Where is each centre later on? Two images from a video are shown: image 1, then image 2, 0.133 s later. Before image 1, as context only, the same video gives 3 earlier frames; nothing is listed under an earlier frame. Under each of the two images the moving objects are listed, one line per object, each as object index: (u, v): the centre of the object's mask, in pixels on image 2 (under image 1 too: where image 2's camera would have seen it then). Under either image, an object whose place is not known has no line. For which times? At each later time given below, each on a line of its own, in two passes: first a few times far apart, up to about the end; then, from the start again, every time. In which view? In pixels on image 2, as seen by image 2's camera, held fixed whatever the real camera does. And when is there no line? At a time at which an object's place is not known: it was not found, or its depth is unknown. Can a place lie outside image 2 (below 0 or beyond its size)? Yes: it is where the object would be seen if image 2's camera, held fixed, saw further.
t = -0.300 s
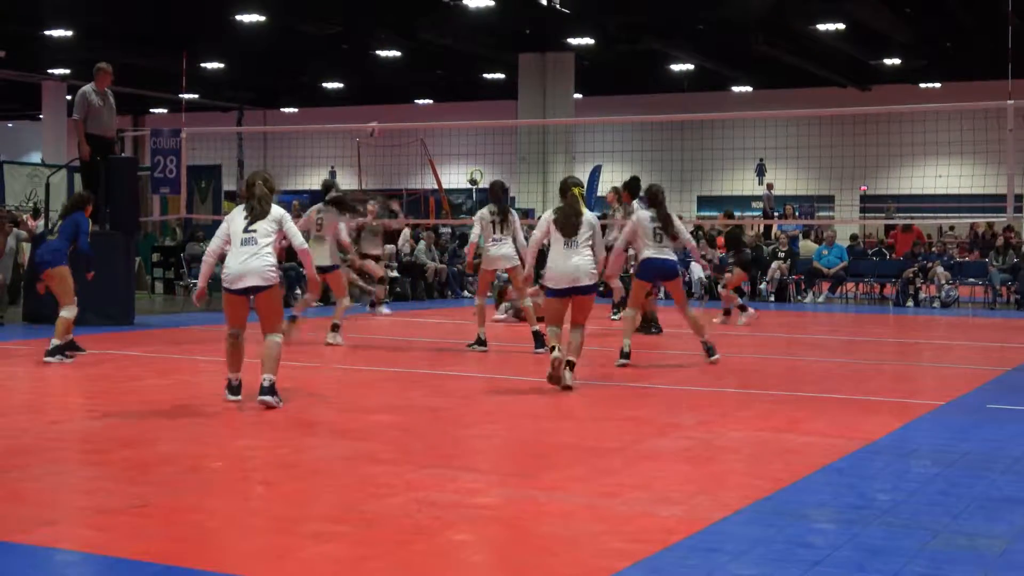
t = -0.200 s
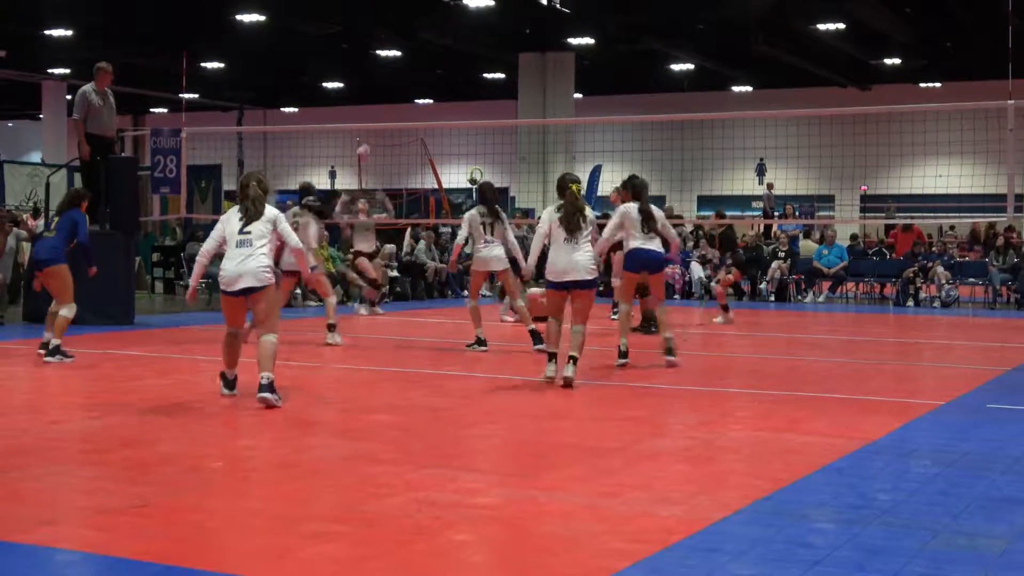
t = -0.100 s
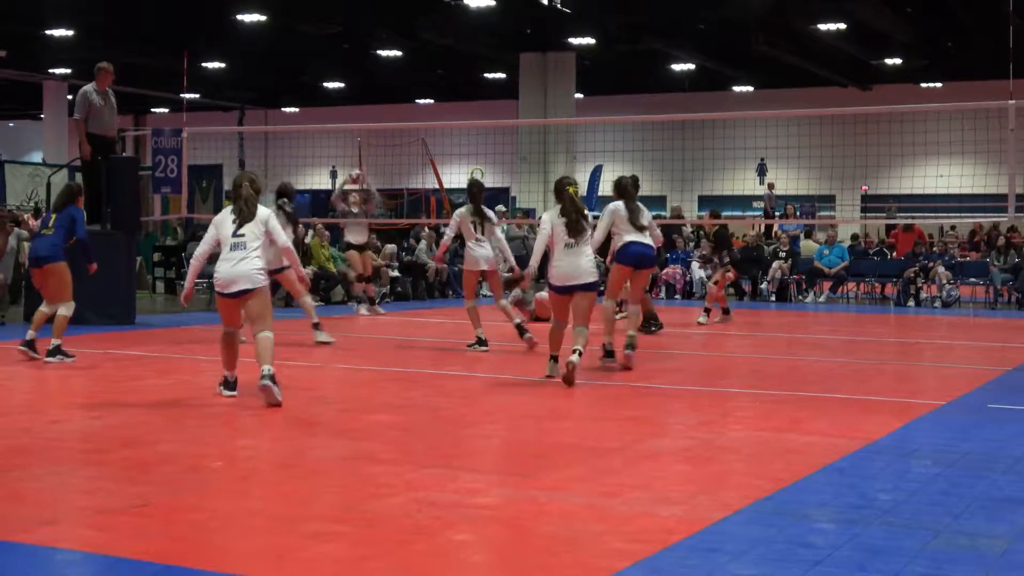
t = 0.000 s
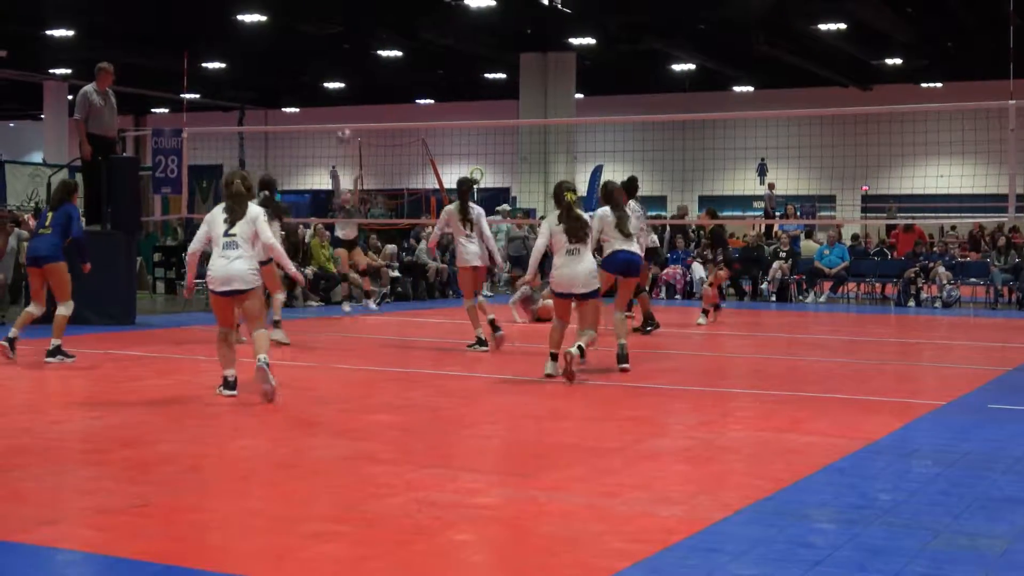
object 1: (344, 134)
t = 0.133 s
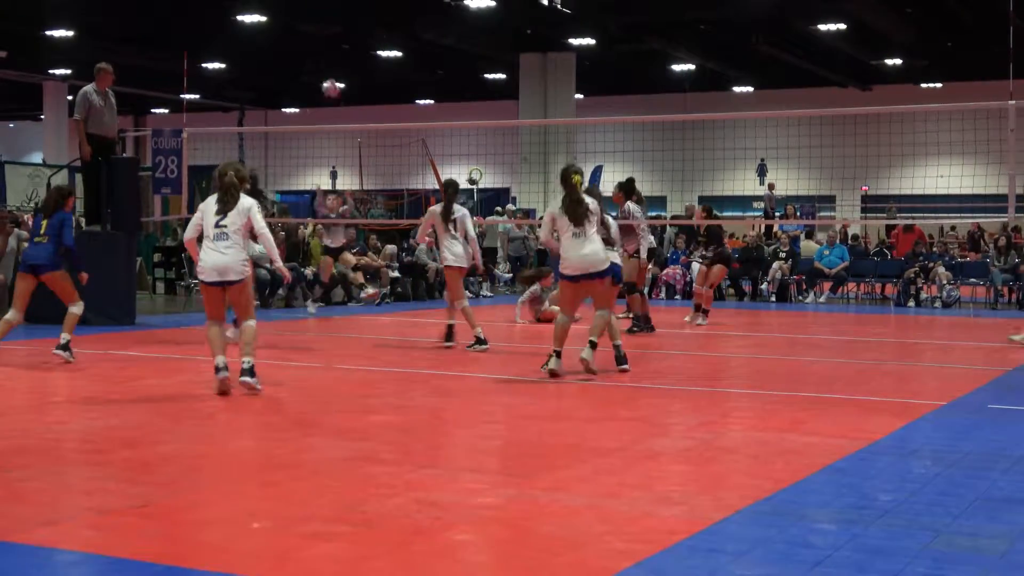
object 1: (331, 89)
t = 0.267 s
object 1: (316, 50)
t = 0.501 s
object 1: (287, 12)
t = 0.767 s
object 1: (249, 30)
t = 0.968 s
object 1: (217, 97)
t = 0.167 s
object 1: (326, 77)
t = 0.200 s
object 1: (323, 68)
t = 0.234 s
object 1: (319, 58)
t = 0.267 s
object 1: (316, 50)
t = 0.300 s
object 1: (312, 42)
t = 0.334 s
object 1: (308, 35)
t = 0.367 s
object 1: (303, 29)
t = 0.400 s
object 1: (300, 23)
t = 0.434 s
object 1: (296, 18)
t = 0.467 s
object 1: (291, 15)
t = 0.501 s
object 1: (287, 12)
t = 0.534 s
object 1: (283, 10)
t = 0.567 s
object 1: (278, 9)
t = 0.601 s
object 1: (273, 10)
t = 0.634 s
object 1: (269, 11)
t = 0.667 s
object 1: (265, 14)
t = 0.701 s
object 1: (260, 17)
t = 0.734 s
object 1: (255, 22)
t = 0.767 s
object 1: (249, 30)
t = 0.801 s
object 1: (243, 37)
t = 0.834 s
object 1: (239, 46)
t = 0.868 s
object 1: (234, 56)
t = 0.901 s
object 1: (229, 68)
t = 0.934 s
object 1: (223, 82)
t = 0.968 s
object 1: (217, 97)
